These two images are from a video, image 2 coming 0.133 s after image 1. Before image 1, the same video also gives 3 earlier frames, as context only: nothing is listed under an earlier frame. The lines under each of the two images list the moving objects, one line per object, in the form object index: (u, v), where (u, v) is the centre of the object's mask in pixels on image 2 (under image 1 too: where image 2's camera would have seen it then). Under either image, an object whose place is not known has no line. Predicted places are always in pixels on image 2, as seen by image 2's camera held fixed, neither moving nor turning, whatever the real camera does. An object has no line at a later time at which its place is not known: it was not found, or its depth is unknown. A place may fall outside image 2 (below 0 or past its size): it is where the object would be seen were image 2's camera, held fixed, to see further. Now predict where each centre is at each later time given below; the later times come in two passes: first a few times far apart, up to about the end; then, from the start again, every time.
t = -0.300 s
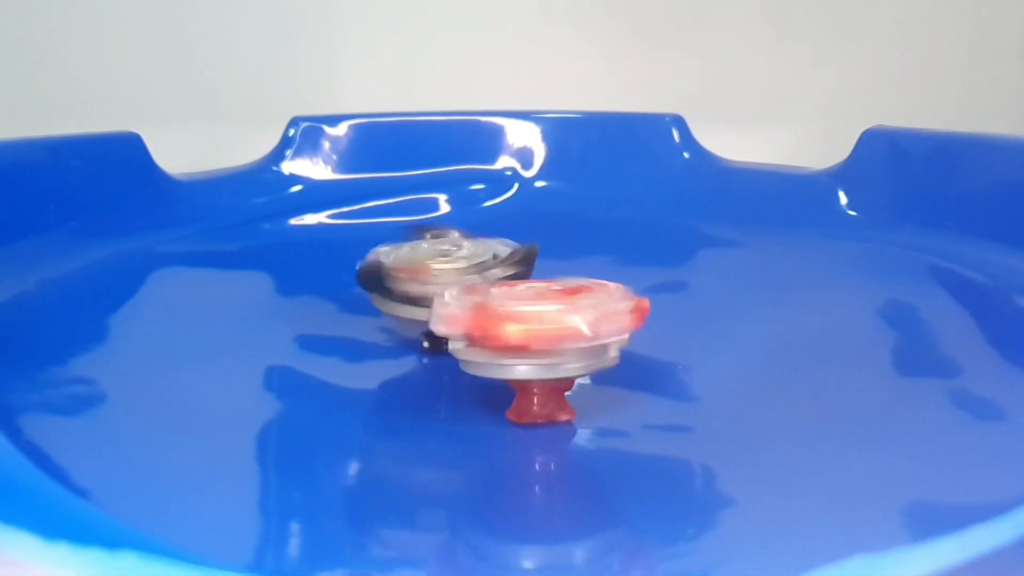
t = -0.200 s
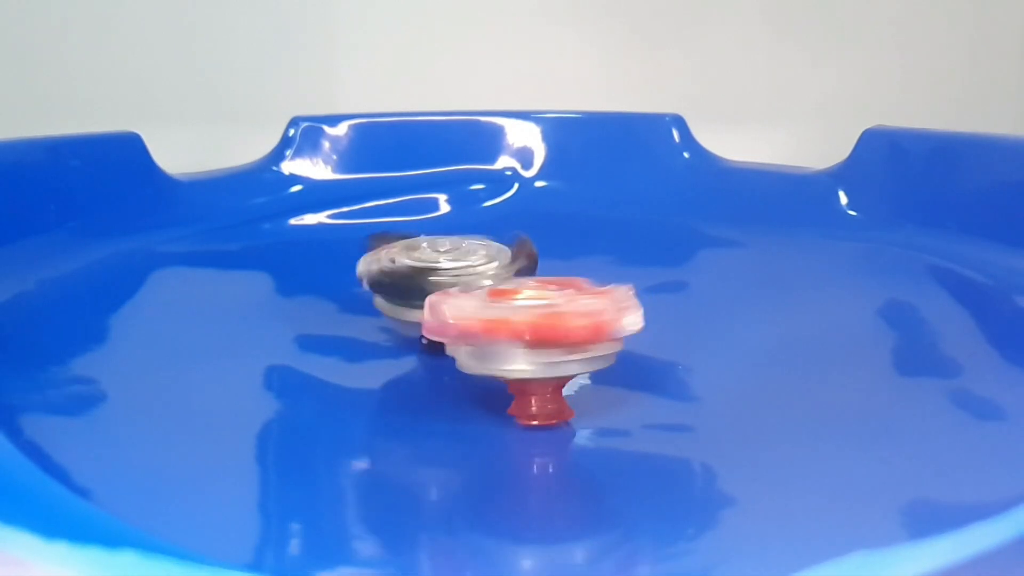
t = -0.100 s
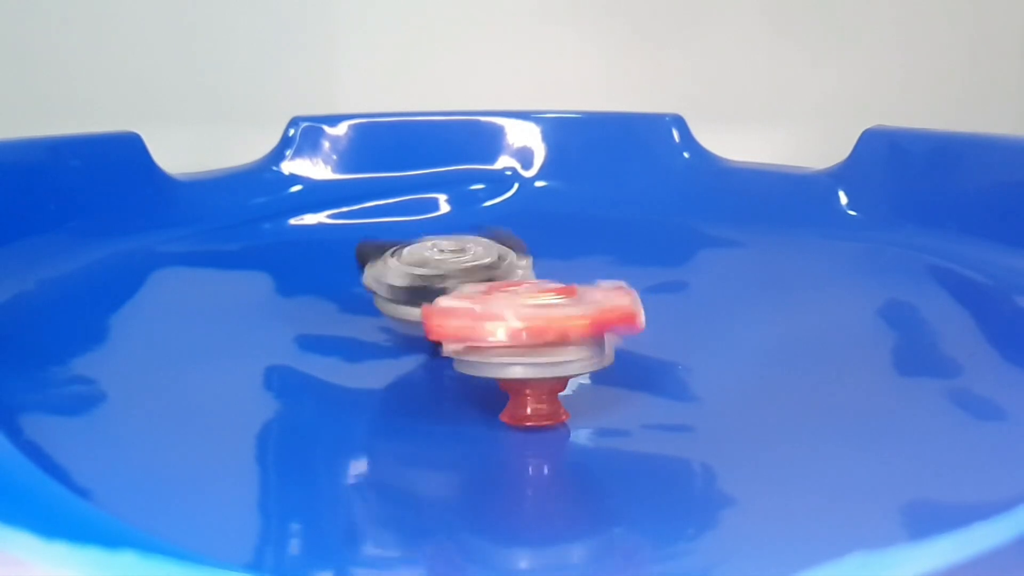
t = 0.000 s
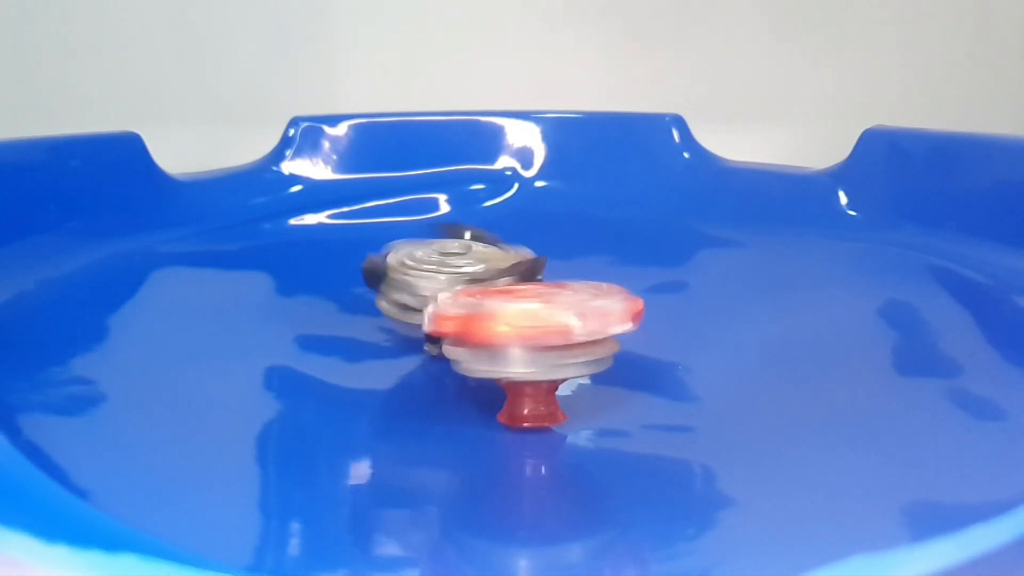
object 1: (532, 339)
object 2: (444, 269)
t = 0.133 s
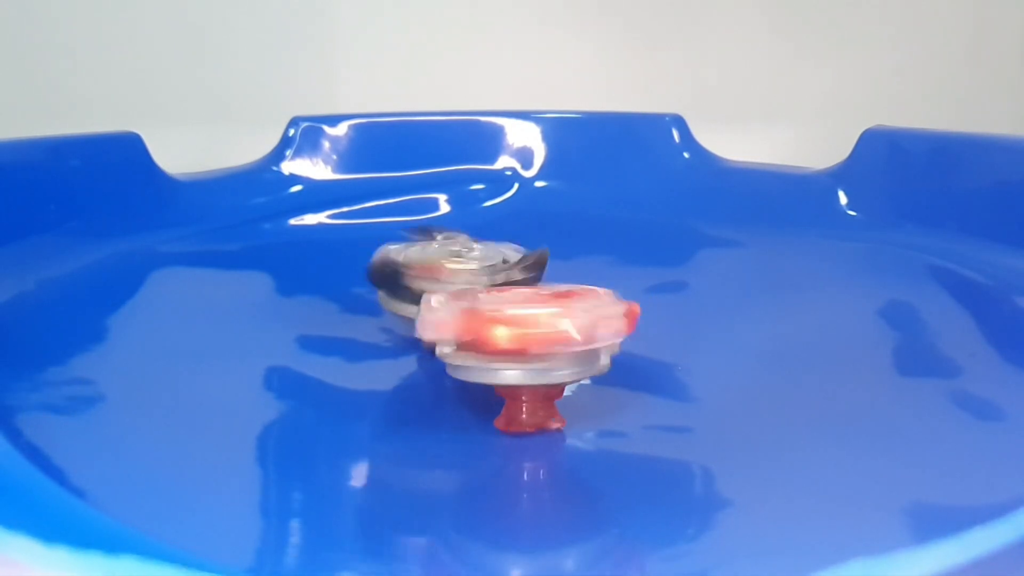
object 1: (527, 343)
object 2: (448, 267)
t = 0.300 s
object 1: (525, 346)
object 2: (446, 265)
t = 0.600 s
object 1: (515, 350)
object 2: (449, 266)
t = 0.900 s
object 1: (512, 351)
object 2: (453, 264)
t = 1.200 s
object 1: (505, 350)
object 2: (450, 265)
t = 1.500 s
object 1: (500, 348)
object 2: (451, 262)
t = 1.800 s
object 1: (501, 347)
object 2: (450, 260)
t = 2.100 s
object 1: (497, 344)
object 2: (447, 260)
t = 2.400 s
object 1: (492, 340)
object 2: (447, 257)
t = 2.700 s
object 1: (495, 337)
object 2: (442, 255)
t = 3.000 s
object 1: (492, 333)
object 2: (440, 254)
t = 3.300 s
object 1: (489, 330)
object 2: (442, 252)
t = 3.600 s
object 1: (491, 335)
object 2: (443, 252)
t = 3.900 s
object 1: (485, 340)
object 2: (445, 250)
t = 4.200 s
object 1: (477, 346)
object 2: (440, 249)
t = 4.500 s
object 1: (479, 348)
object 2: (437, 253)
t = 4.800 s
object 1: (477, 349)
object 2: (437, 250)
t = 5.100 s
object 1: (479, 348)
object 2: (428, 251)
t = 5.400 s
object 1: (485, 347)
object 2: (427, 250)
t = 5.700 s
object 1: (481, 346)
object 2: (422, 250)
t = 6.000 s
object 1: (485, 345)
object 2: (418, 250)
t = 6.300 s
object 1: (486, 343)
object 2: (417, 251)
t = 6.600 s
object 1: (484, 340)
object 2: (415, 250)
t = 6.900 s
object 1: (492, 340)
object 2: (423, 253)
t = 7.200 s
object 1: (491, 336)
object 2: (431, 254)
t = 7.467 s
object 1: (493, 336)
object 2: (446, 254)
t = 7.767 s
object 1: (494, 342)
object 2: (464, 257)
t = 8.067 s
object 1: (493, 355)
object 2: (490, 257)
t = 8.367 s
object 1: (511, 361)
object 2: (515, 255)
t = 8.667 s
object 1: (525, 365)
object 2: (536, 256)
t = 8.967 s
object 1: (542, 370)
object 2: (555, 257)
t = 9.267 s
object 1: (546, 370)
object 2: (563, 256)
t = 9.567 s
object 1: (551, 371)
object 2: (575, 255)
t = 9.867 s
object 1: (553, 370)
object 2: (578, 257)
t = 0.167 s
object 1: (525, 343)
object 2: (447, 267)
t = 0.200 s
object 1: (525, 344)
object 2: (443, 266)
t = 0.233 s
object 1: (524, 344)
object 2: (444, 266)
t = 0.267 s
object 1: (524, 345)
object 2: (445, 266)
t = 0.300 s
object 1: (525, 346)
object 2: (446, 265)
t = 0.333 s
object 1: (524, 346)
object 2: (444, 265)
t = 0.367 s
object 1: (524, 347)
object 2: (443, 265)
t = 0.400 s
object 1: (523, 348)
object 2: (446, 264)
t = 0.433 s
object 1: (524, 348)
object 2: (447, 265)
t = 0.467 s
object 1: (523, 348)
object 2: (446, 265)
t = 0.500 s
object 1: (521, 349)
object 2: (444, 266)
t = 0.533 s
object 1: (518, 349)
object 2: (445, 266)
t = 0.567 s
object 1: (516, 350)
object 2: (449, 265)
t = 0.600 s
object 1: (515, 350)
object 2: (449, 266)
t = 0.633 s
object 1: (513, 349)
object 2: (448, 267)
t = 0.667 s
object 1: (512, 350)
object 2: (445, 267)
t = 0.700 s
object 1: (511, 350)
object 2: (448, 266)
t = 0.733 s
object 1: (512, 350)
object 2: (451, 266)
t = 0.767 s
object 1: (511, 350)
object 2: (450, 265)
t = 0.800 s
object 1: (513, 350)
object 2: (449, 265)
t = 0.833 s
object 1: (512, 351)
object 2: (448, 263)
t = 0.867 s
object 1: (512, 351)
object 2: (453, 263)
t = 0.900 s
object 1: (512, 351)
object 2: (453, 264)
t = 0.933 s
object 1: (510, 351)
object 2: (452, 264)
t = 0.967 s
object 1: (508, 351)
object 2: (450, 264)
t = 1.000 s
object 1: (506, 351)
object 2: (451, 264)
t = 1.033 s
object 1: (505, 351)
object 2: (455, 264)
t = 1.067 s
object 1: (504, 351)
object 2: (453, 265)
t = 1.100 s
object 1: (504, 350)
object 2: (451, 265)
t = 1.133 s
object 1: (503, 350)
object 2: (447, 265)
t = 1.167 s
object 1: (505, 350)
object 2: (449, 264)
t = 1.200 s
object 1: (505, 350)
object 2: (450, 265)
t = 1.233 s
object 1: (506, 350)
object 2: (448, 264)
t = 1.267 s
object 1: (505, 350)
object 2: (446, 263)
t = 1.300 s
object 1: (505, 350)
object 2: (445, 262)
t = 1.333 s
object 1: (506, 349)
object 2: (449, 263)
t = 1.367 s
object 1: (505, 350)
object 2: (448, 263)
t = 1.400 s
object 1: (503, 349)
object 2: (448, 262)
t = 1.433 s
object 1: (501, 349)
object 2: (445, 263)
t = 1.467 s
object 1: (501, 349)
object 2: (448, 262)
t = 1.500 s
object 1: (500, 348)
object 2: (451, 262)
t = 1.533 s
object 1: (500, 348)
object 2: (450, 262)
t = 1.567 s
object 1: (498, 348)
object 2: (449, 262)
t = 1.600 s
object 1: (499, 348)
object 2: (446, 263)
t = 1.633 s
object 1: (500, 348)
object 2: (448, 262)
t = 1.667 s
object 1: (502, 348)
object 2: (448, 262)
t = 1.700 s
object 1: (501, 348)
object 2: (448, 261)
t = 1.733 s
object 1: (501, 348)
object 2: (446, 261)
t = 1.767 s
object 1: (501, 347)
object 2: (447, 259)
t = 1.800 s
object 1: (501, 347)
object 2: (450, 260)
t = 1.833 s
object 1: (500, 347)
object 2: (451, 260)
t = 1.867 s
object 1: (497, 346)
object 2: (450, 260)
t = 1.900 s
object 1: (496, 346)
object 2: (448, 259)
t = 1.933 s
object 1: (496, 345)
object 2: (450, 259)
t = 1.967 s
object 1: (496, 346)
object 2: (453, 259)
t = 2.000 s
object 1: (496, 345)
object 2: (452, 260)
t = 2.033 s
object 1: (495, 345)
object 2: (450, 260)
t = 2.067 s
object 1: (497, 344)
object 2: (445, 260)
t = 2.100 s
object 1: (497, 344)
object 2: (447, 260)
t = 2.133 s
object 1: (499, 345)
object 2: (448, 260)
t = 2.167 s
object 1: (498, 344)
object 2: (446, 259)
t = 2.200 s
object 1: (499, 343)
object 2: (443, 259)
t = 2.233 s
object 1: (498, 343)
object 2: (443, 258)
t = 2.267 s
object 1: (497, 343)
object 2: (448, 257)
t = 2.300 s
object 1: (494, 342)
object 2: (449, 257)
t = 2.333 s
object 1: (493, 341)
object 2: (448, 257)
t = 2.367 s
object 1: (493, 341)
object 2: (444, 257)
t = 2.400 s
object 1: (492, 340)
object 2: (447, 257)
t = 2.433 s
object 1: (492, 340)
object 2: (450, 257)
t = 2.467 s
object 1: (491, 340)
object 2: (450, 257)
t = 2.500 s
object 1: (494, 340)
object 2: (446, 259)
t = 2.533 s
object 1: (494, 339)
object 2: (441, 259)
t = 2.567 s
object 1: (496, 340)
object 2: (443, 258)
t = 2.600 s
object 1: (496, 339)
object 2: (445, 258)
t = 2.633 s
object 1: (496, 337)
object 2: (443, 257)
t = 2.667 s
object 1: (496, 337)
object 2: (440, 257)
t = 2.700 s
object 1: (495, 337)
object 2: (442, 255)
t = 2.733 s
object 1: (493, 336)
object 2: (448, 255)
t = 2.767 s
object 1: (490, 335)
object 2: (449, 255)
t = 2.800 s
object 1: (490, 335)
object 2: (449, 255)
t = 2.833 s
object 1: (490, 333)
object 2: (444, 255)
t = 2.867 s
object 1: (490, 332)
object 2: (446, 253)
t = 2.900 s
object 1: (490, 333)
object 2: (449, 254)
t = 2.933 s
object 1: (490, 332)
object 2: (448, 254)
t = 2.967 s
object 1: (492, 333)
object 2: (446, 255)
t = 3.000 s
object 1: (492, 333)
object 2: (440, 254)
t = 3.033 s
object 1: (493, 334)
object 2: (443, 255)
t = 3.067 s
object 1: (493, 333)
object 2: (446, 254)
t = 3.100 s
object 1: (494, 333)
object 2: (444, 254)
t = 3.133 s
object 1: (493, 333)
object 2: (441, 253)
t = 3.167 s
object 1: (492, 333)
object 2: (440, 252)
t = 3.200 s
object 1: (491, 332)
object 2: (445, 252)
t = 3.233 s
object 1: (489, 331)
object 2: (446, 251)
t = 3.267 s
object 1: (489, 330)
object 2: (447, 252)
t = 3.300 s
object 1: (489, 330)
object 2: (442, 252)
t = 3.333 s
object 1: (489, 330)
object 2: (443, 251)
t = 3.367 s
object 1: (489, 329)
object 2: (445, 251)
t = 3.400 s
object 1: (491, 329)
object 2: (444, 252)
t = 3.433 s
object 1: (492, 329)
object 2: (440, 253)
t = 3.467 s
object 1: (492, 328)
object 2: (431, 252)
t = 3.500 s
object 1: (492, 329)
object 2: (428, 251)
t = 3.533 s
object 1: (493, 331)
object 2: (435, 251)
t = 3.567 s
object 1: (492, 333)
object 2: (438, 252)
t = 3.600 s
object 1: (491, 335)
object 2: (443, 252)
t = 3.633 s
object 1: (490, 336)
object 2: (443, 252)
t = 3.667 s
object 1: (487, 337)
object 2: (445, 251)
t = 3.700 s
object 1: (487, 337)
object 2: (449, 251)
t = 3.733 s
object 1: (486, 338)
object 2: (451, 249)
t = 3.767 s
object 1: (486, 337)
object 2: (447, 248)
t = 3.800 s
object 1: (485, 338)
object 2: (444, 248)
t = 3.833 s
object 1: (485, 338)
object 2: (440, 248)
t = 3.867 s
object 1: (486, 339)
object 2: (443, 250)
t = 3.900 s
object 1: (485, 340)
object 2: (445, 250)
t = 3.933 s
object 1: (486, 342)
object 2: (445, 251)
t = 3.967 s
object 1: (485, 343)
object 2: (444, 252)
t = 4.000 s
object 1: (485, 344)
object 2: (442, 252)
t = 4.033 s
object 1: (485, 344)
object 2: (441, 251)
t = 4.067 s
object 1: (484, 344)
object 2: (442, 250)
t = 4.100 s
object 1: (483, 344)
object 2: (441, 249)
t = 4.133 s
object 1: (480, 345)
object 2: (440, 250)
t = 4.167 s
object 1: (479, 346)
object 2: (440, 250)
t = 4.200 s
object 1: (477, 346)
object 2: (440, 249)
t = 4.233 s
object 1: (476, 346)
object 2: (440, 248)
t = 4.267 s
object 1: (476, 346)
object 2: (441, 248)
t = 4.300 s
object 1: (476, 347)
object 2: (439, 249)
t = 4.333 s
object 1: (477, 346)
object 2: (438, 249)
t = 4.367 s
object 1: (477, 346)
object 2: (436, 250)
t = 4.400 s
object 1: (478, 347)
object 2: (435, 250)
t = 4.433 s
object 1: (479, 348)
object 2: (436, 251)
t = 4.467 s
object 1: (478, 348)
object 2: (436, 252)
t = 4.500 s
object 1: (479, 348)
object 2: (437, 253)
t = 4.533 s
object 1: (478, 348)
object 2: (435, 252)
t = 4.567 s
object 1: (478, 348)
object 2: (433, 251)
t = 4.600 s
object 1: (476, 349)
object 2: (434, 252)
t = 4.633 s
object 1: (475, 349)
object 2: (437, 252)
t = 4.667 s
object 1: (475, 349)
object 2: (436, 252)
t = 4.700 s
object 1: (474, 349)
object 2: (436, 251)
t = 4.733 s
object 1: (475, 348)
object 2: (434, 249)
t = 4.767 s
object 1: (475, 349)
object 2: (435, 249)
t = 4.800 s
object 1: (477, 349)
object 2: (437, 250)
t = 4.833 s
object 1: (479, 348)
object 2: (437, 250)
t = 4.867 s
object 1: (479, 348)
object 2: (436, 250)
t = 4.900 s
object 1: (482, 348)
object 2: (434, 251)
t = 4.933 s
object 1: (482, 348)
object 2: (432, 251)
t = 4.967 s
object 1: (484, 348)
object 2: (433, 250)
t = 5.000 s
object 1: (483, 348)
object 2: (433, 250)
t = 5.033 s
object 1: (483, 348)
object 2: (432, 250)
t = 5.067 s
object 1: (482, 348)
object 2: (430, 251)
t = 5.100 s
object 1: (479, 348)
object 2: (428, 251)
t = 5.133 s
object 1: (480, 348)
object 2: (428, 251)
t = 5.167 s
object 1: (479, 348)
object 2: (429, 250)
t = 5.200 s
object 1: (480, 347)
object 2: (428, 250)
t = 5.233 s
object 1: (480, 347)
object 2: (427, 250)
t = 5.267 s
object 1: (480, 347)
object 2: (426, 250)
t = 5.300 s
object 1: (483, 347)
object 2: (425, 250)
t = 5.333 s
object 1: (482, 347)
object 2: (427, 249)
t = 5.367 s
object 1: (485, 348)
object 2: (427, 250)
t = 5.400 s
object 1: (485, 347)
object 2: (427, 250)
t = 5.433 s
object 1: (486, 347)
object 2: (426, 250)
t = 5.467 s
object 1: (486, 347)
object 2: (424, 249)
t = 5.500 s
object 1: (485, 347)
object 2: (423, 249)
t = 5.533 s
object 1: (485, 347)
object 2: (425, 250)
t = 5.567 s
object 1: (482, 347)
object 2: (426, 250)
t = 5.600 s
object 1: (481, 346)
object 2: (426, 251)
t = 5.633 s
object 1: (481, 346)
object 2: (424, 249)
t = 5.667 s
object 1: (481, 345)
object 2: (421, 250)
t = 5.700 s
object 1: (481, 346)
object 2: (422, 250)
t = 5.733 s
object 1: (481, 346)
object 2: (423, 249)
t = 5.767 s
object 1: (483, 345)
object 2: (423, 250)
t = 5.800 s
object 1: (483, 345)
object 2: (422, 249)
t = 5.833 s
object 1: (485, 346)
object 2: (420, 249)
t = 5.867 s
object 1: (486, 346)
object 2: (420, 249)
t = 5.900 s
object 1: (486, 346)
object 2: (422, 249)
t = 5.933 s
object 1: (487, 346)
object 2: (421, 249)
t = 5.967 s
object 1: (486, 345)
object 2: (419, 249)
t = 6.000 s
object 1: (485, 345)
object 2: (418, 250)
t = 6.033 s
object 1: (483, 345)
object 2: (416, 250)
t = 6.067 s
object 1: (482, 345)
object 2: (418, 250)
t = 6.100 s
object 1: (482, 344)
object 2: (420, 249)
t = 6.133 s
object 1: (482, 343)
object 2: (418, 250)
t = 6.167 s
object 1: (482, 343)
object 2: (418, 251)
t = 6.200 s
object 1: (482, 343)
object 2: (416, 251)
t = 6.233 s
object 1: (484, 343)
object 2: (414, 251)
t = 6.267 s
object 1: (485, 343)
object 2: (416, 251)
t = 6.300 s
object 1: (486, 343)
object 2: (417, 251)
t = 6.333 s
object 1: (487, 344)
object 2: (417, 251)
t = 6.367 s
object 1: (487, 344)
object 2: (418, 251)
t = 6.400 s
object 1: (489, 343)
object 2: (416, 251)
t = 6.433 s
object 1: (488, 343)
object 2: (416, 250)
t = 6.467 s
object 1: (488, 343)
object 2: (420, 250)
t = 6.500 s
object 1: (486, 343)
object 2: (420, 250)
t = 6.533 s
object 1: (484, 342)
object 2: (419, 250)
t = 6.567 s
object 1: (484, 341)
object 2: (418, 251)
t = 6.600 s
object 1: (484, 340)
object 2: (415, 250)
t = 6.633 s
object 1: (484, 340)
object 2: (418, 250)
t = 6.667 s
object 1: (484, 340)
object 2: (421, 251)
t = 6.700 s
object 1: (485, 340)
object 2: (421, 252)
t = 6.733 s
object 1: (487, 340)
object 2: (421, 253)
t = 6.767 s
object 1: (488, 340)
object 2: (418, 254)
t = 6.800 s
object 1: (489, 340)
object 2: (417, 254)
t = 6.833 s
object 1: (490, 341)
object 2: (421, 254)
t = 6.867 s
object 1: (491, 340)
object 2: (423, 253)
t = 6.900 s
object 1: (492, 340)
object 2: (423, 253)
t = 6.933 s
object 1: (491, 340)
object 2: (422, 253)
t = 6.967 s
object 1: (490, 339)
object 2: (422, 252)
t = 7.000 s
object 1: (488, 339)
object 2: (425, 251)
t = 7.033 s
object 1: (488, 338)
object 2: (430, 251)
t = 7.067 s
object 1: (487, 337)
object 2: (431, 252)
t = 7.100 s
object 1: (488, 336)
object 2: (430, 252)
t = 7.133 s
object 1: (489, 337)
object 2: (429, 253)
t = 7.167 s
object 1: (488, 336)
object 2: (428, 253)
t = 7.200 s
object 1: (491, 336)
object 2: (431, 254)
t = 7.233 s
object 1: (494, 337)
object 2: (434, 254)
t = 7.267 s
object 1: (496, 337)
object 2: (434, 254)
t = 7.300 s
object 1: (494, 337)
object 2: (436, 255)
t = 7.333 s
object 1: (495, 337)
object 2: (436, 256)
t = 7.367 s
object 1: (496, 337)
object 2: (435, 257)
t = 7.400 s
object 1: (495, 337)
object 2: (439, 257)
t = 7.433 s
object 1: (494, 336)
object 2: (443, 255)
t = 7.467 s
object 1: (493, 336)
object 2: (446, 254)
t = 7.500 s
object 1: (492, 335)
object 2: (449, 254)
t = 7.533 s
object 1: (492, 334)
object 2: (448, 254)
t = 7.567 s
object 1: (492, 330)
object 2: (447, 250)
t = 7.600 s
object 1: (491, 329)
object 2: (447, 248)
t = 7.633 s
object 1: (490, 325)
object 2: (435, 245)
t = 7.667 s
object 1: (491, 329)
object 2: (440, 249)
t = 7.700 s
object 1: (491, 332)
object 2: (446, 252)
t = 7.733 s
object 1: (491, 338)
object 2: (457, 255)
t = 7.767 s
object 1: (494, 342)
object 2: (464, 257)
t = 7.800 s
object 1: (493, 346)
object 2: (473, 258)
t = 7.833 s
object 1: (494, 345)
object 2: (482, 255)
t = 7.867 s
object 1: (496, 343)
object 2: (487, 253)
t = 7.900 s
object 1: (495, 342)
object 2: (490, 251)
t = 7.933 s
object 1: (493, 343)
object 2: (489, 251)
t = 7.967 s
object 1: (493, 346)
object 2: (480, 254)
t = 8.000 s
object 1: (492, 349)
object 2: (480, 254)
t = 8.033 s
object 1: (492, 352)
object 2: (484, 255)
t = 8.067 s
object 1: (493, 355)
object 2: (490, 257)
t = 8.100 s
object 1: (495, 356)
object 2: (495, 259)
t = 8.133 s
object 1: (495, 358)
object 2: (502, 260)
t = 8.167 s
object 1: (497, 357)
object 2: (504, 259)
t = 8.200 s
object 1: (502, 356)
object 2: (506, 256)
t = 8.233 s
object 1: (503, 355)
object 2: (512, 254)
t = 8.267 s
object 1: (505, 354)
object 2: (517, 251)
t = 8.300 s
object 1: (506, 357)
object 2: (518, 250)
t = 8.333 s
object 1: (508, 359)
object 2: (516, 252)
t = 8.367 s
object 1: (511, 361)
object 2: (515, 255)
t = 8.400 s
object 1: (512, 363)
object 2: (516, 257)
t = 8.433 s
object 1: (514, 364)
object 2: (519, 259)
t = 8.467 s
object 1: (517, 365)
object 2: (526, 260)
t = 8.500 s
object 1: (517, 364)
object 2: (529, 260)
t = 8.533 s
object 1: (518, 365)
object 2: (530, 261)
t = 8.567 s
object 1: (520, 365)
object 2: (533, 260)
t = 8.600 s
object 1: (521, 364)
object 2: (533, 258)
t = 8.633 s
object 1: (523, 364)
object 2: (533, 256)
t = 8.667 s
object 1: (525, 365)
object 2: (536, 256)
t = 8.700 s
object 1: (527, 366)
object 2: (538, 256)
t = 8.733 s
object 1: (530, 368)
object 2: (537, 257)
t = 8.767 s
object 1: (531, 368)
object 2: (539, 258)
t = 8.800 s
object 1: (533, 369)
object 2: (542, 257)
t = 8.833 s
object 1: (536, 369)
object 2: (545, 258)
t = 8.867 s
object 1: (537, 370)
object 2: (547, 257)
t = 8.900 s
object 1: (540, 370)
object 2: (551, 257)
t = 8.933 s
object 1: (542, 370)
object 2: (554, 258)
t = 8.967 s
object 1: (542, 370)
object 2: (555, 257)
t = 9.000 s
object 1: (543, 369)
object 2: (558, 256)
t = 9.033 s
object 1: (542, 370)
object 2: (558, 256)
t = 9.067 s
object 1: (542, 370)
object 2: (556, 256)
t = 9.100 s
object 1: (543, 371)
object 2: (558, 257)
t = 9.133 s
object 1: (543, 370)
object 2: (563, 256)
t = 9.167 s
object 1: (543, 370)
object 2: (563, 257)
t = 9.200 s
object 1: (544, 370)
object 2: (565, 256)
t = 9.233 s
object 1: (544, 370)
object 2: (565, 256)
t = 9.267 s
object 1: (546, 370)
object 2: (563, 256)
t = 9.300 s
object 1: (547, 370)
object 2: (562, 257)
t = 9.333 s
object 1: (547, 370)
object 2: (565, 256)
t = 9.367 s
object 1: (550, 370)
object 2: (567, 256)
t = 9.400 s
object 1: (549, 371)
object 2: (568, 256)
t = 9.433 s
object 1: (550, 371)
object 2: (568, 256)
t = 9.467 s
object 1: (552, 371)
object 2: (569, 256)
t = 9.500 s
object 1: (551, 370)
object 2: (569, 255)
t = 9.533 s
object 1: (552, 370)
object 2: (572, 256)
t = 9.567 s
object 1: (551, 371)
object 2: (575, 255)
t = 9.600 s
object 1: (549, 371)
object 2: (575, 255)
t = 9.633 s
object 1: (550, 371)
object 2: (575, 256)
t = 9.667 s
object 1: (549, 371)
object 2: (576, 256)
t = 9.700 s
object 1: (549, 370)
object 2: (575, 256)
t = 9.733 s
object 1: (550, 370)
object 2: (575, 256)
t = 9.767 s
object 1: (549, 370)
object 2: (577, 255)
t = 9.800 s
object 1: (551, 371)
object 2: (579, 256)
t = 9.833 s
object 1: (553, 370)
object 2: (578, 256)
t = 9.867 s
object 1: (553, 370)
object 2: (578, 257)
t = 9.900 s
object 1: (555, 370)
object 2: (578, 257)
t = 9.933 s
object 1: (556, 370)
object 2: (575, 257)
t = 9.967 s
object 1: (556, 370)
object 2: (574, 257)
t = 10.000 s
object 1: (557, 370)
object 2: (575, 257)
